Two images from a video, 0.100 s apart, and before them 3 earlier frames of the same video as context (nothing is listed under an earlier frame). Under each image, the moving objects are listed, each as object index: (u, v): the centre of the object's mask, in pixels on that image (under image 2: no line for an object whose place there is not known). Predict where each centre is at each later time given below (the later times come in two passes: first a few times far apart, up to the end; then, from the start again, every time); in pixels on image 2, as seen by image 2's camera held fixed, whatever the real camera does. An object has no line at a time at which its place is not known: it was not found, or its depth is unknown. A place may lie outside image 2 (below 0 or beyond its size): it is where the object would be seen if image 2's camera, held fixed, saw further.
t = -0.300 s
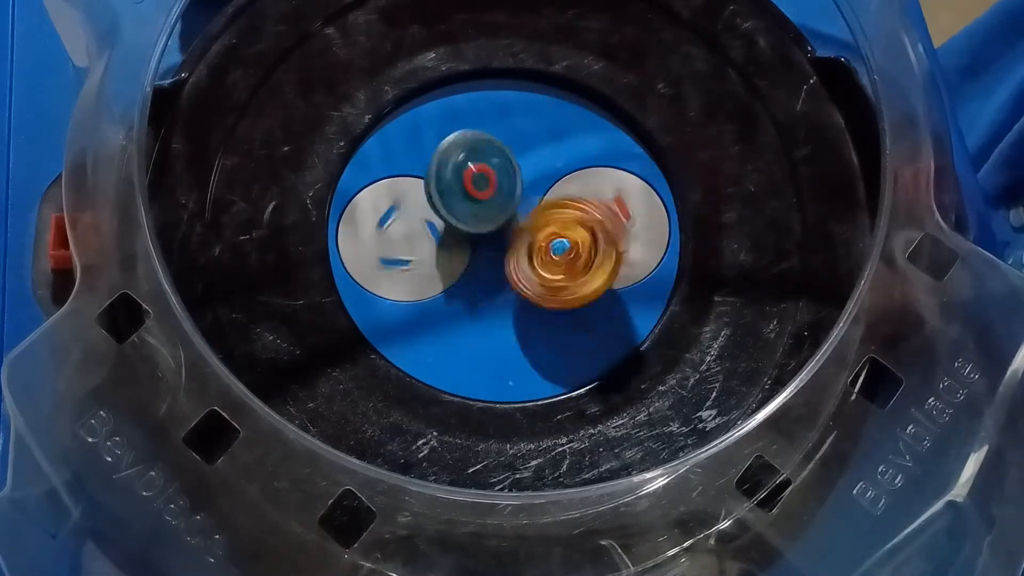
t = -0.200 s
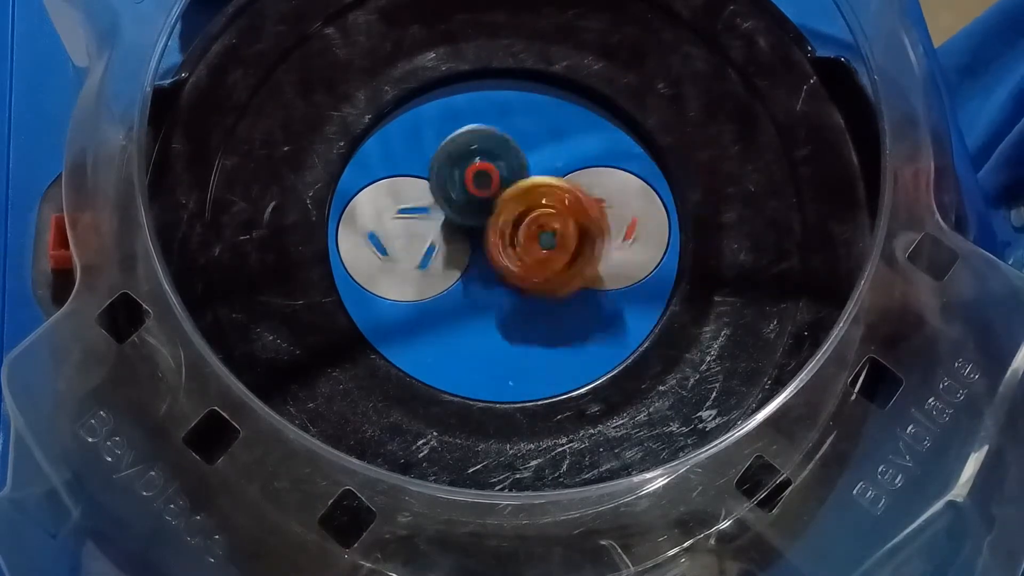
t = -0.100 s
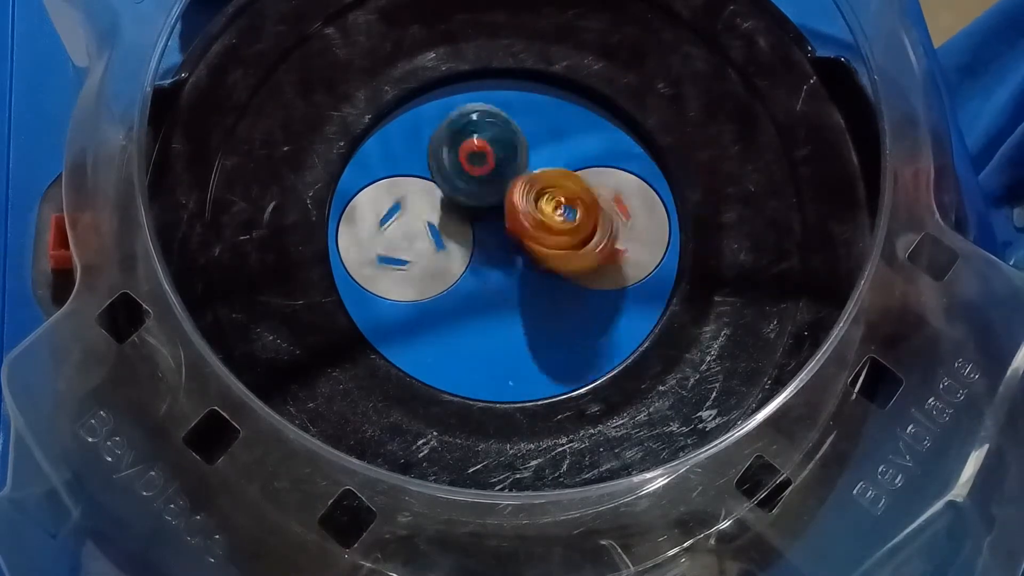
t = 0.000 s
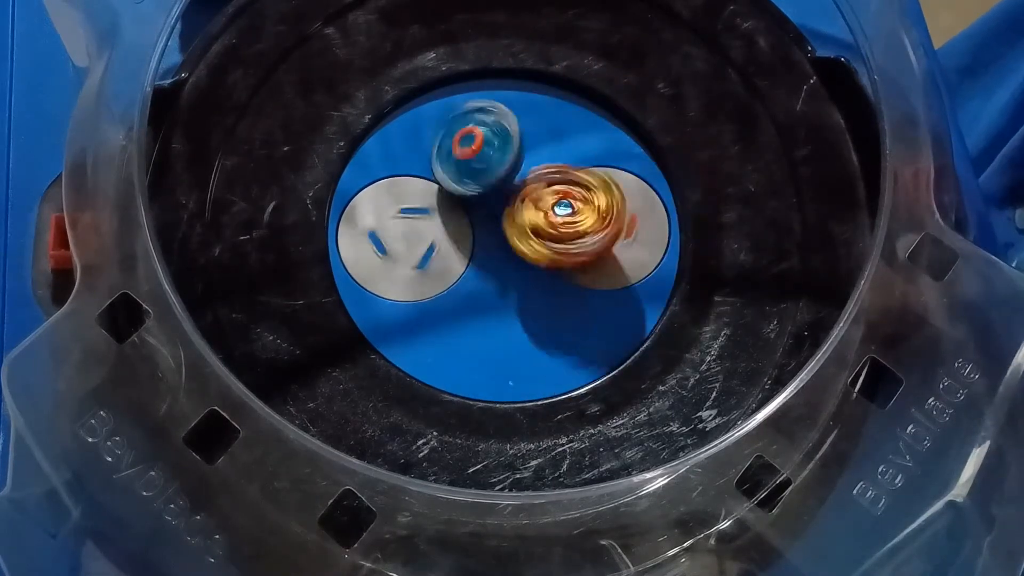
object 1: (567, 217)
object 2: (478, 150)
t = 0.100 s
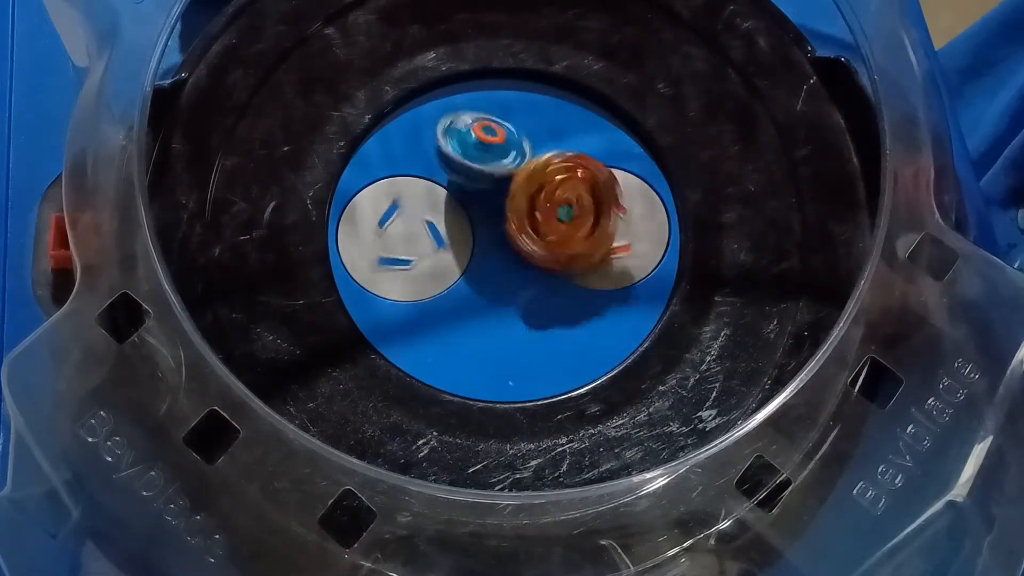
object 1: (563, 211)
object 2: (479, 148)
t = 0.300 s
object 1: (565, 195)
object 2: (470, 146)
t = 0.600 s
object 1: (622, 156)
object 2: (474, 145)
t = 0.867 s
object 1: (643, 210)
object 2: (474, 144)
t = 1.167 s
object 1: (554, 210)
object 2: (473, 142)
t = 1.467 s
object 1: (629, 161)
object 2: (470, 142)
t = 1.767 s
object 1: (649, 210)
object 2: (471, 139)
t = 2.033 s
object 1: (563, 260)
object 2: (472, 139)
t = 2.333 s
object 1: (559, 190)
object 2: (470, 138)
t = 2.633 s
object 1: (620, 144)
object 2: (472, 139)
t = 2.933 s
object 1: (643, 183)
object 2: (472, 139)
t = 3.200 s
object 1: (627, 257)
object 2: (472, 139)
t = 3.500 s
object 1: (574, 252)
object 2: (472, 139)
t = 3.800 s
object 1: (563, 172)
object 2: (468, 134)
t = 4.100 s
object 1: (622, 159)
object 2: (471, 138)
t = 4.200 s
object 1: (640, 181)
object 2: (471, 139)
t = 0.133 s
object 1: (565, 211)
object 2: (477, 147)
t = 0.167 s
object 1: (556, 208)
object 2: (474, 146)
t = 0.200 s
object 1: (551, 202)
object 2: (472, 146)
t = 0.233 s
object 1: (551, 200)
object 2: (471, 146)
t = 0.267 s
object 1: (557, 199)
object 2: (470, 145)
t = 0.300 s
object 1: (565, 195)
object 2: (470, 146)
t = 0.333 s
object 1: (571, 190)
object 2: (469, 145)
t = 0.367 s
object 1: (576, 183)
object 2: (469, 143)
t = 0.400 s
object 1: (584, 176)
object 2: (469, 143)
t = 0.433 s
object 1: (594, 165)
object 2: (471, 143)
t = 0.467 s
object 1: (606, 155)
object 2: (470, 141)
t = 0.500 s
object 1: (616, 146)
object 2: (471, 144)
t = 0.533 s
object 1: (621, 144)
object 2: (471, 146)
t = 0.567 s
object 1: (620, 149)
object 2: (473, 146)
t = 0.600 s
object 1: (622, 156)
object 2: (474, 145)
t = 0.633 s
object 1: (625, 162)
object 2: (474, 145)
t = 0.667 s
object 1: (631, 168)
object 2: (474, 144)
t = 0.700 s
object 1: (641, 173)
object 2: (473, 142)
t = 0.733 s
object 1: (648, 180)
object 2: (473, 143)
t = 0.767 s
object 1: (647, 187)
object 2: (474, 144)
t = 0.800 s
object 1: (647, 194)
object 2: (474, 144)
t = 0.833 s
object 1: (646, 203)
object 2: (474, 143)
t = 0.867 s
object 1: (643, 210)
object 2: (474, 144)
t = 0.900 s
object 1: (638, 219)
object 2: (474, 144)
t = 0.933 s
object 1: (635, 230)
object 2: (475, 143)
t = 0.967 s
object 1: (625, 239)
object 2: (474, 144)
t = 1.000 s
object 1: (614, 244)
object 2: (475, 143)
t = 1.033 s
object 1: (602, 244)
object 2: (474, 143)
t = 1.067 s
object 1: (590, 241)
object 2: (474, 143)
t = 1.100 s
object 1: (577, 235)
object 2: (474, 144)
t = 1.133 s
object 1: (566, 224)
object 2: (474, 144)
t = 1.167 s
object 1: (554, 210)
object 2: (473, 142)
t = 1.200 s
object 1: (553, 201)
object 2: (470, 139)
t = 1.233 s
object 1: (557, 192)
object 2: (468, 136)
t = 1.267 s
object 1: (564, 183)
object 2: (468, 133)
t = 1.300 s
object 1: (574, 173)
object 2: (468, 134)
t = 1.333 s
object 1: (582, 170)
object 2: (468, 135)
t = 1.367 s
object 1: (590, 166)
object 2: (470, 138)
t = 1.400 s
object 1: (601, 163)
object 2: (471, 140)
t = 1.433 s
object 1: (615, 161)
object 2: (470, 141)
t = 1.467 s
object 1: (629, 161)
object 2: (470, 142)
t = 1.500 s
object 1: (635, 163)
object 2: (471, 141)
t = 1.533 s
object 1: (637, 167)
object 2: (471, 139)
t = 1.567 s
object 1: (641, 171)
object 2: (472, 136)
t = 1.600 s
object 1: (646, 174)
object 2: (471, 135)
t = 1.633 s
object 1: (648, 180)
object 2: (471, 135)
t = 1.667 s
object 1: (647, 187)
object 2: (472, 136)
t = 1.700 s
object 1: (649, 194)
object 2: (472, 138)
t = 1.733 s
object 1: (648, 202)
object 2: (471, 139)
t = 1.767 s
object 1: (649, 210)
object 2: (471, 139)
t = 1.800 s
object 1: (646, 220)
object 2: (471, 139)
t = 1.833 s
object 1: (642, 228)
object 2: (471, 139)
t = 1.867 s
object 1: (633, 238)
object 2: (471, 139)
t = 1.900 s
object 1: (618, 250)
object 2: (471, 139)
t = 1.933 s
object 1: (600, 259)
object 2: (471, 139)
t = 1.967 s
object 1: (583, 265)
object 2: (471, 139)
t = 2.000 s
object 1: (569, 264)
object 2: (472, 139)
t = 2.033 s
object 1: (563, 260)
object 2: (472, 139)
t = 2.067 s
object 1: (559, 254)
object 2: (471, 139)
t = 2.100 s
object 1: (552, 249)
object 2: (472, 139)
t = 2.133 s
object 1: (549, 241)
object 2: (472, 139)
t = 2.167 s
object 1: (548, 232)
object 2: (472, 139)
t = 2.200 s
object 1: (548, 225)
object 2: (471, 138)
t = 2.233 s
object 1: (548, 214)
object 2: (471, 138)
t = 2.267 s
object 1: (550, 205)
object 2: (470, 137)
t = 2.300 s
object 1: (557, 200)
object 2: (470, 137)
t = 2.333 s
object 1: (559, 190)
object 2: (470, 138)
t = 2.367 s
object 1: (561, 179)
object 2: (470, 138)
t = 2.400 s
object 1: (566, 172)
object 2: (471, 138)
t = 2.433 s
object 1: (572, 169)
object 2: (472, 139)
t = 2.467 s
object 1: (581, 165)
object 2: (472, 139)
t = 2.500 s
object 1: (593, 159)
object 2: (472, 139)
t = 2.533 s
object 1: (606, 152)
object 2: (472, 139)
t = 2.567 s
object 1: (615, 146)
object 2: (472, 139)
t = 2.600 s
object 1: (619, 144)
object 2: (472, 139)
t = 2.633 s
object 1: (620, 144)
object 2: (472, 139)
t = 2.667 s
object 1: (621, 145)
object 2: (472, 139)
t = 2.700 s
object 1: (622, 147)
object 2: (472, 139)
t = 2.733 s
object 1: (623, 151)
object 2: (472, 139)
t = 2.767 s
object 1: (622, 156)
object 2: (472, 139)
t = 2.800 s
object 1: (625, 160)
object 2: (472, 139)
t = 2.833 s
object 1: (636, 162)
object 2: (472, 139)
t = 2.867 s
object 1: (641, 166)
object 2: (472, 139)
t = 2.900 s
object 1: (642, 174)
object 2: (472, 139)
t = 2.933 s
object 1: (643, 183)
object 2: (472, 139)
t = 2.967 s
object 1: (643, 192)
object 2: (472, 139)
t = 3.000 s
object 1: (643, 202)
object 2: (472, 139)
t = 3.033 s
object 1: (645, 212)
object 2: (472, 139)
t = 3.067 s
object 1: (643, 222)
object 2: (472, 139)
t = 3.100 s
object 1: (642, 231)
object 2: (472, 139)
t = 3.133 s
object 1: (639, 241)
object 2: (472, 139)
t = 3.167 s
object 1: (632, 250)
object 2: (472, 139)
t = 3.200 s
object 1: (627, 257)
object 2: (472, 139)
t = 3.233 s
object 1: (620, 267)
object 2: (472, 139)
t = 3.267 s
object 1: (614, 271)
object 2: (472, 139)
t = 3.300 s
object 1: (609, 271)
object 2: (472, 139)
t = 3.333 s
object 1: (602, 272)
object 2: (472, 139)
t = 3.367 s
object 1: (596, 270)
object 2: (472, 139)
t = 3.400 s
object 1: (590, 267)
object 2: (472, 139)
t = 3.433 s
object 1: (583, 263)
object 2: (472, 139)
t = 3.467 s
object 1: (579, 258)
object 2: (472, 139)
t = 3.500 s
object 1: (574, 252)
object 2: (472, 139)
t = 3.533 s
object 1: (572, 246)
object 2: (472, 139)
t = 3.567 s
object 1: (564, 238)
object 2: (472, 139)
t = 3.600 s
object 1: (559, 230)
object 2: (472, 139)
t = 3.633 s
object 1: (557, 223)
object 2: (472, 139)
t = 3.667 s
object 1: (550, 214)
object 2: (471, 138)
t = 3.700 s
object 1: (551, 205)
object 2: (471, 137)
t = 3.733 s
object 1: (554, 195)
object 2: (470, 137)
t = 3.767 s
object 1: (557, 184)
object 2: (469, 135)
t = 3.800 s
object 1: (563, 172)
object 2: (468, 134)
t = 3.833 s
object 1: (569, 159)
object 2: (469, 135)
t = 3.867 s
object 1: (575, 150)
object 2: (470, 136)
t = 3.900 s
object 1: (581, 144)
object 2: (471, 139)
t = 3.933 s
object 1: (587, 144)
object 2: (471, 140)
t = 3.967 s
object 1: (594, 147)
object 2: (471, 140)
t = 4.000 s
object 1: (601, 149)
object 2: (471, 139)
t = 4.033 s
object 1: (607, 153)
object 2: (471, 138)
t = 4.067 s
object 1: (612, 158)
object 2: (471, 138)
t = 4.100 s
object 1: (622, 159)
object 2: (471, 138)
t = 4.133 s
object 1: (633, 165)
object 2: (472, 138)
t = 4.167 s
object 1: (639, 172)
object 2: (471, 140)
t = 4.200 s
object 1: (640, 181)
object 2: (471, 139)
